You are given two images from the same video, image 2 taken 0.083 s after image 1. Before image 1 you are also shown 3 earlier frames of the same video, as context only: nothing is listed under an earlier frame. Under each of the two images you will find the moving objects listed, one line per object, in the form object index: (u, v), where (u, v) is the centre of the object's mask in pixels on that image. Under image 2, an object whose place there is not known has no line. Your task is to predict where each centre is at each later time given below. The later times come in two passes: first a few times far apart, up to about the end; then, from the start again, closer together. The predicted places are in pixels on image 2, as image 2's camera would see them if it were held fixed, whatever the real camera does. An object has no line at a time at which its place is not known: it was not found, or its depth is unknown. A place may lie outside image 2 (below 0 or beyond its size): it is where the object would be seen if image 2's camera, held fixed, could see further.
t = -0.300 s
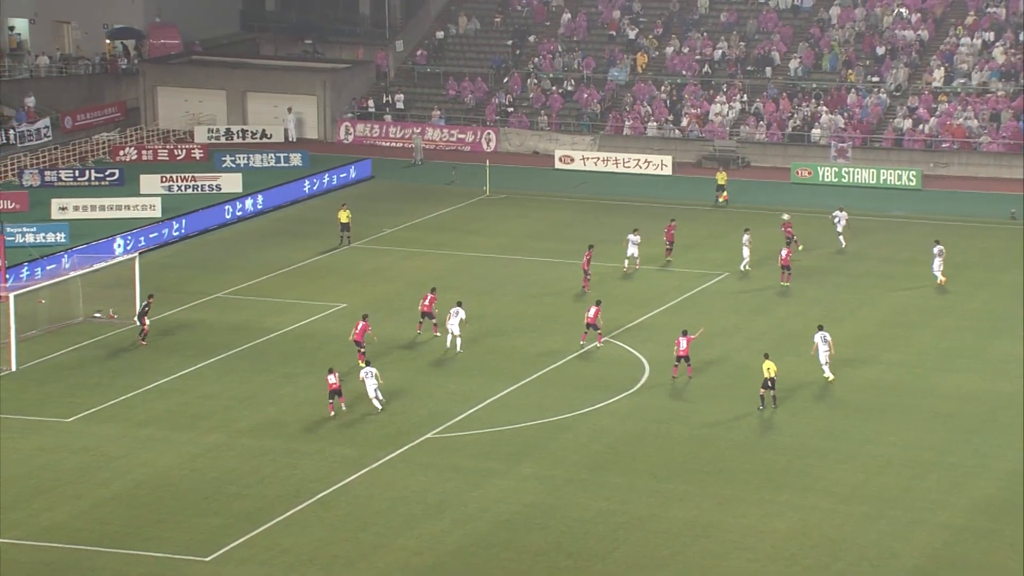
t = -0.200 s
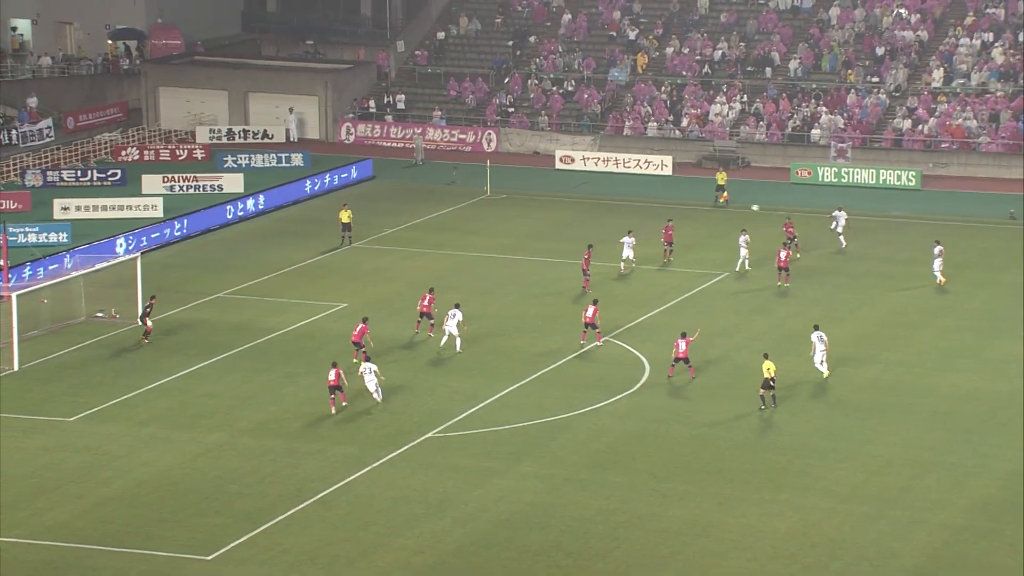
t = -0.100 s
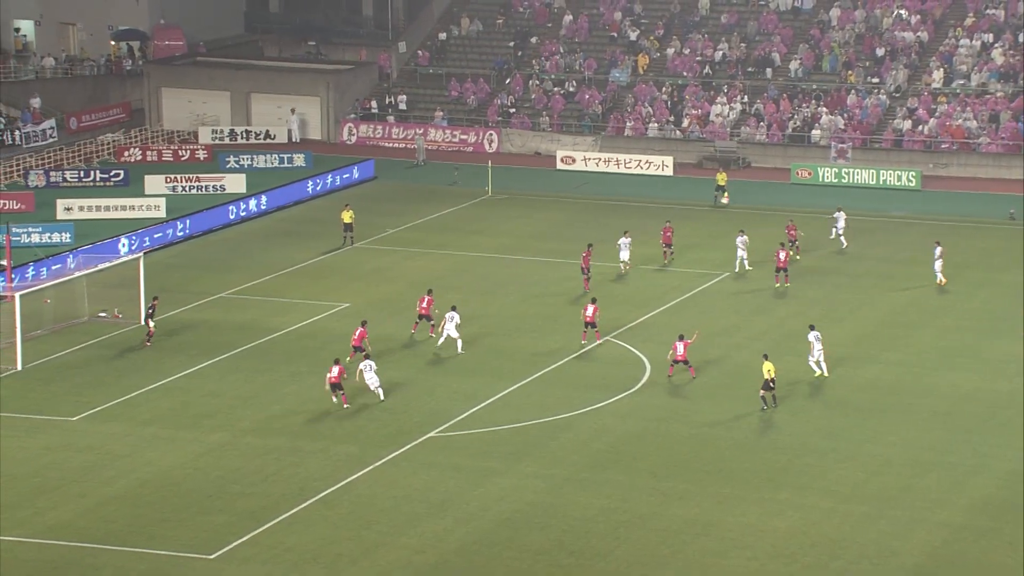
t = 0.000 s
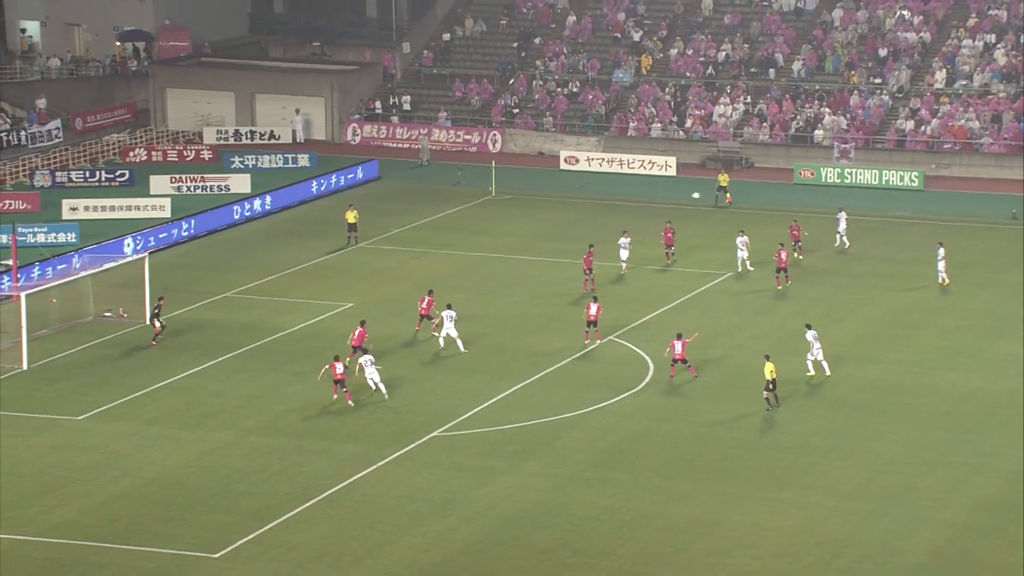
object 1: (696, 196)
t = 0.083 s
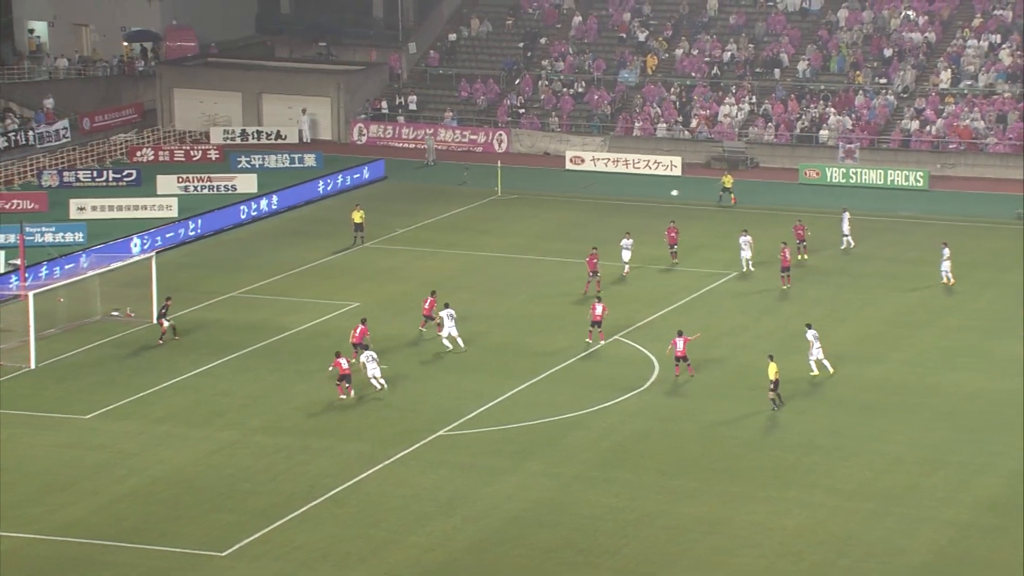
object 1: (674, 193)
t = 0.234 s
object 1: (625, 192)
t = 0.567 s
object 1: (512, 209)
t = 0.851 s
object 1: (416, 244)
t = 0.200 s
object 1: (636, 192)
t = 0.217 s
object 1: (630, 192)
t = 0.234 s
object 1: (625, 192)
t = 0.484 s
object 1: (540, 202)
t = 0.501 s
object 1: (535, 203)
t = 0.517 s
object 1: (529, 204)
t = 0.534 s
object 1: (524, 206)
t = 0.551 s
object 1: (518, 207)
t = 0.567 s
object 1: (512, 209)
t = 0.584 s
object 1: (506, 210)
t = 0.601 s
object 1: (501, 212)
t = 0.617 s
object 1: (495, 213)
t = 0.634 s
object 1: (489, 215)
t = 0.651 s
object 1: (484, 216)
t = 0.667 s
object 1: (477, 219)
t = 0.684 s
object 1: (472, 220)
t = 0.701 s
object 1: (466, 223)
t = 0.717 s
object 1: (461, 224)
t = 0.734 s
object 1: (455, 227)
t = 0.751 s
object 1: (450, 229)
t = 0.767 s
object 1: (444, 231)
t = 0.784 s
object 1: (438, 233)
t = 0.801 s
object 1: (433, 236)
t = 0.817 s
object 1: (427, 238)
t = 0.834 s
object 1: (422, 241)
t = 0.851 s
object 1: (416, 244)
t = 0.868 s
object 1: (410, 246)
